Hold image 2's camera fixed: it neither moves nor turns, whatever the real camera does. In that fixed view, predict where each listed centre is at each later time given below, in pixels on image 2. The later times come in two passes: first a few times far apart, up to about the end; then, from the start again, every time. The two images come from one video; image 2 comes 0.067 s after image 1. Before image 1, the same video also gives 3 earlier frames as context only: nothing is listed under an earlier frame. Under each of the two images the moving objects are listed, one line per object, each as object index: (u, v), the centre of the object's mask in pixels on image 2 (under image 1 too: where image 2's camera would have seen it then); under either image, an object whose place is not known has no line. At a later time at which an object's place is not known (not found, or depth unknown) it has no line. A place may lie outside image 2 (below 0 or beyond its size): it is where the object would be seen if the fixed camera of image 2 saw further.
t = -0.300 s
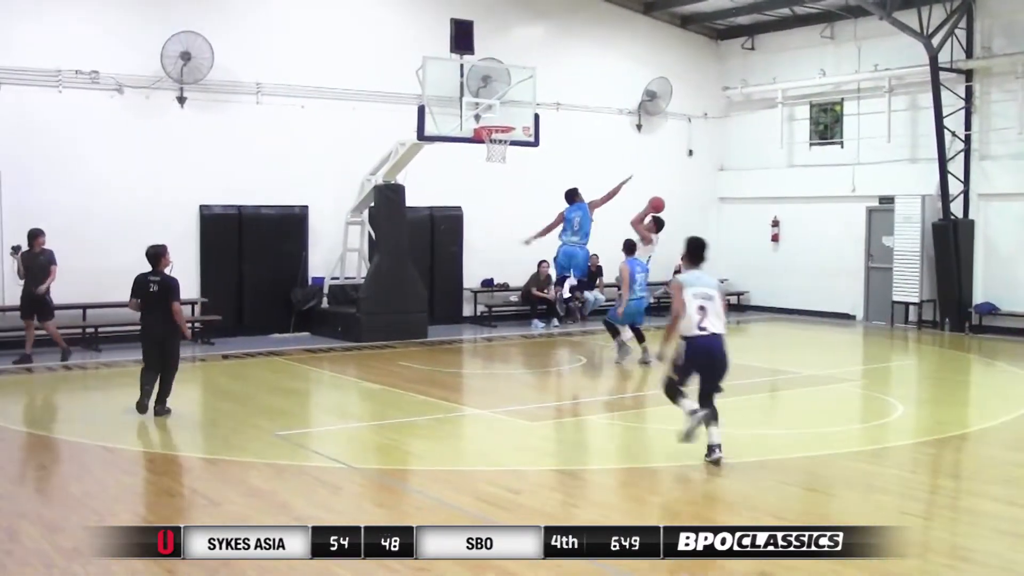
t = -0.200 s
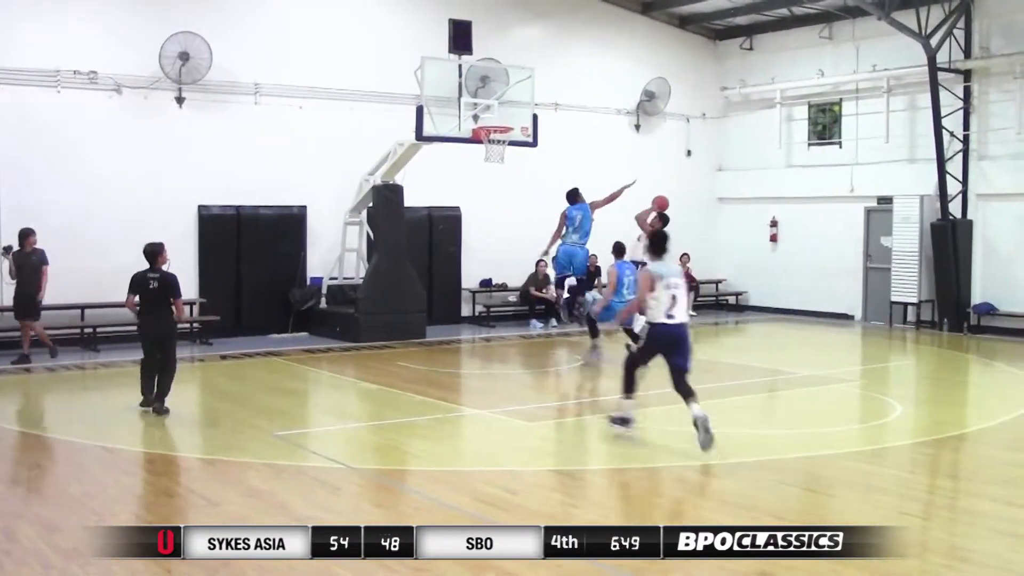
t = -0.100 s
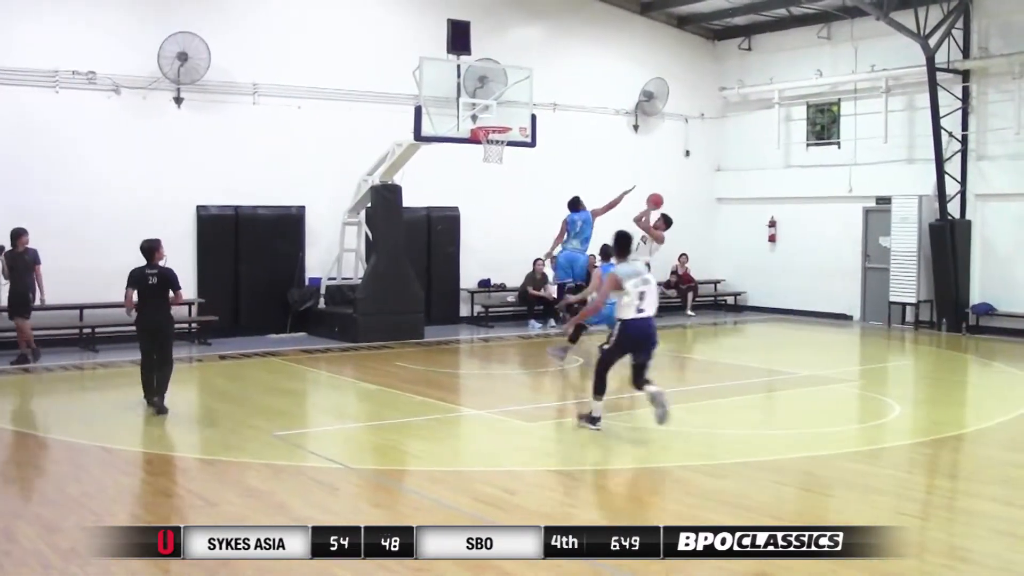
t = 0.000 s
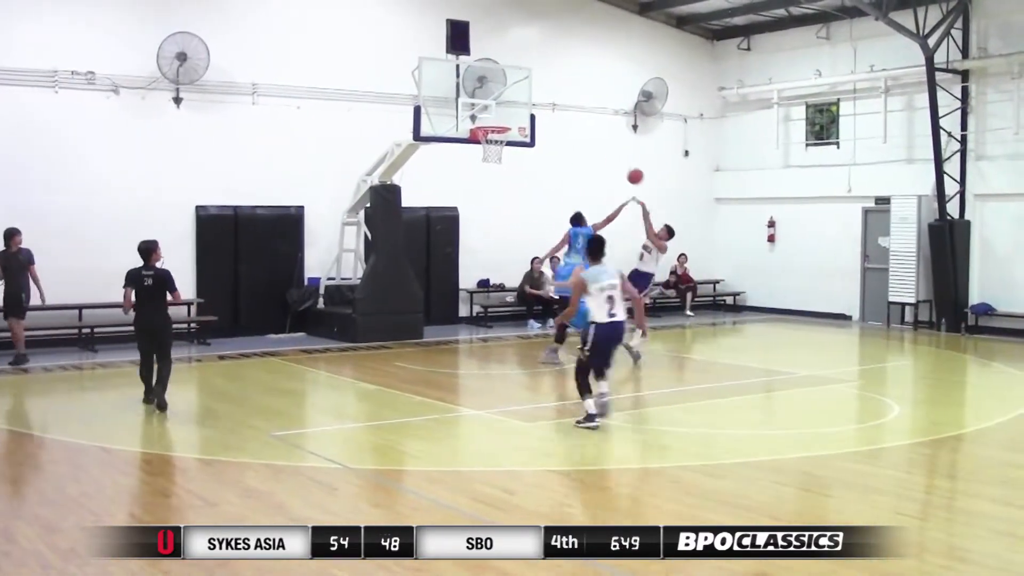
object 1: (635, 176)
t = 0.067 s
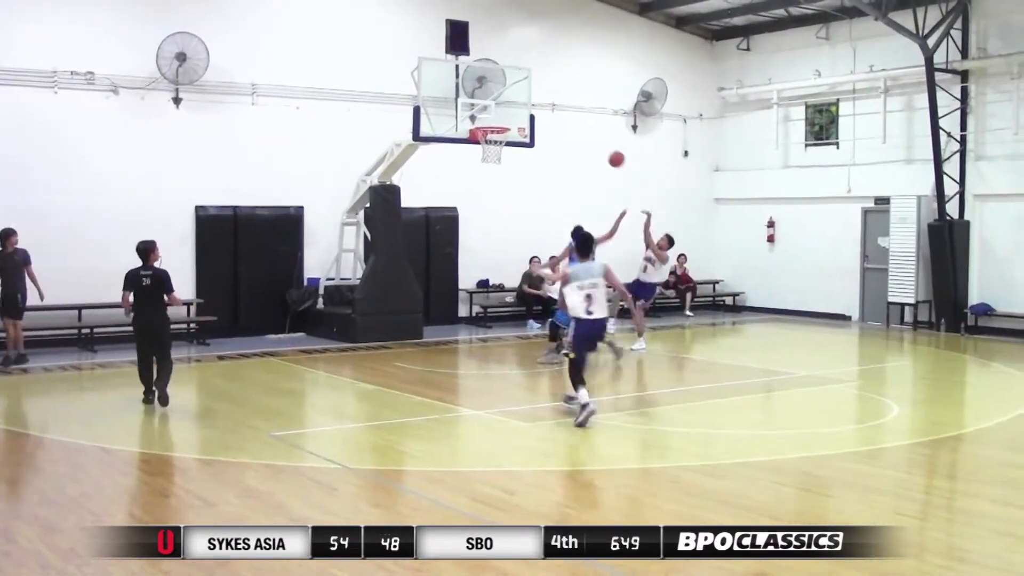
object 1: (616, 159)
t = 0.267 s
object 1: (560, 125)
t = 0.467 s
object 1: (503, 118)
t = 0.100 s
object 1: (607, 152)
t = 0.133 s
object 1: (598, 145)
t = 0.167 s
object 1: (588, 139)
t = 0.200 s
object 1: (579, 133)
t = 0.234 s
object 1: (570, 129)
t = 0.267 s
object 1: (560, 125)
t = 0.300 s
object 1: (551, 122)
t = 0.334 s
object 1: (541, 119)
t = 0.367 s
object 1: (532, 118)
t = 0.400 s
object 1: (523, 117)
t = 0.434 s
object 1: (513, 117)
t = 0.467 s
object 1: (503, 118)
